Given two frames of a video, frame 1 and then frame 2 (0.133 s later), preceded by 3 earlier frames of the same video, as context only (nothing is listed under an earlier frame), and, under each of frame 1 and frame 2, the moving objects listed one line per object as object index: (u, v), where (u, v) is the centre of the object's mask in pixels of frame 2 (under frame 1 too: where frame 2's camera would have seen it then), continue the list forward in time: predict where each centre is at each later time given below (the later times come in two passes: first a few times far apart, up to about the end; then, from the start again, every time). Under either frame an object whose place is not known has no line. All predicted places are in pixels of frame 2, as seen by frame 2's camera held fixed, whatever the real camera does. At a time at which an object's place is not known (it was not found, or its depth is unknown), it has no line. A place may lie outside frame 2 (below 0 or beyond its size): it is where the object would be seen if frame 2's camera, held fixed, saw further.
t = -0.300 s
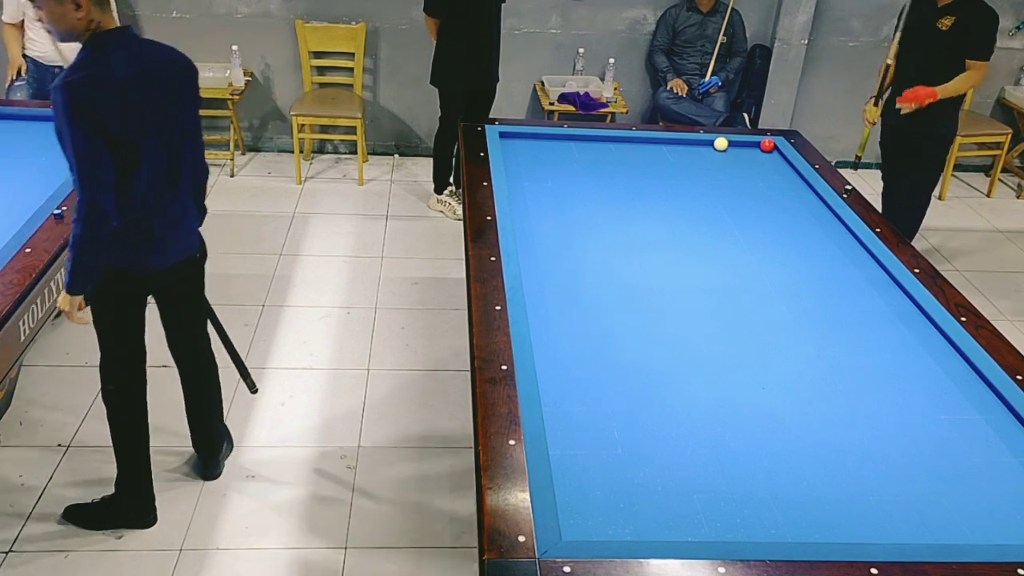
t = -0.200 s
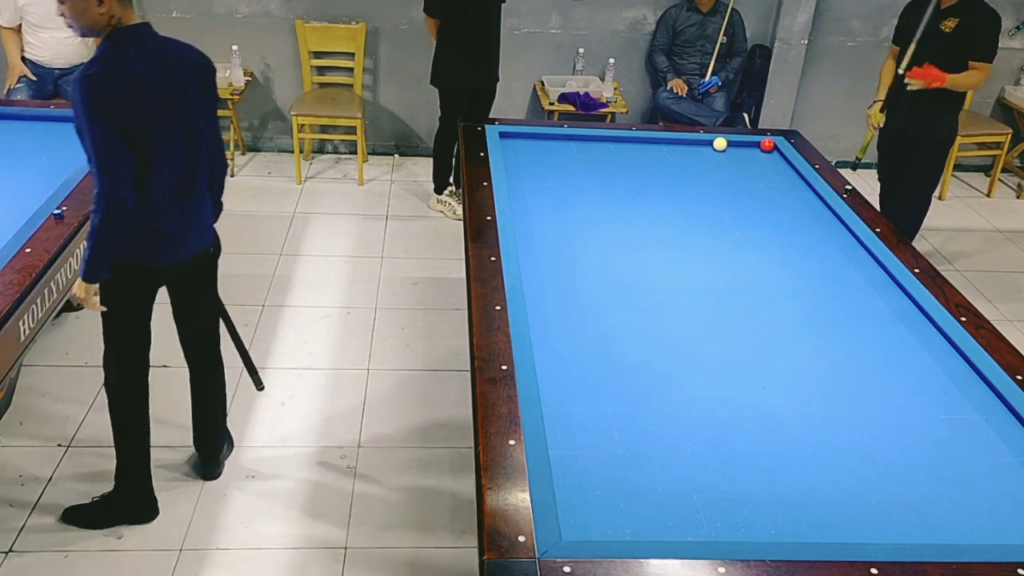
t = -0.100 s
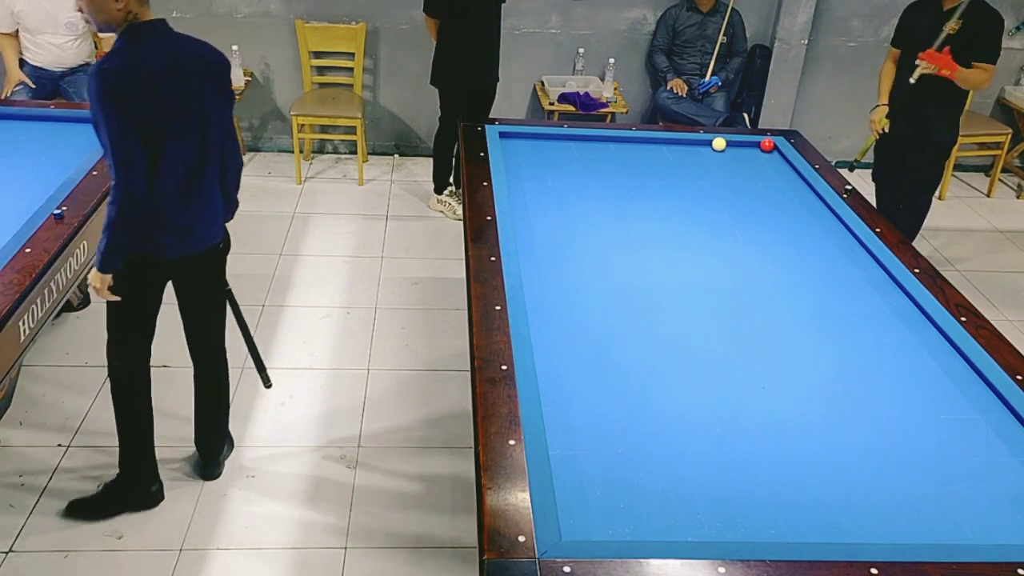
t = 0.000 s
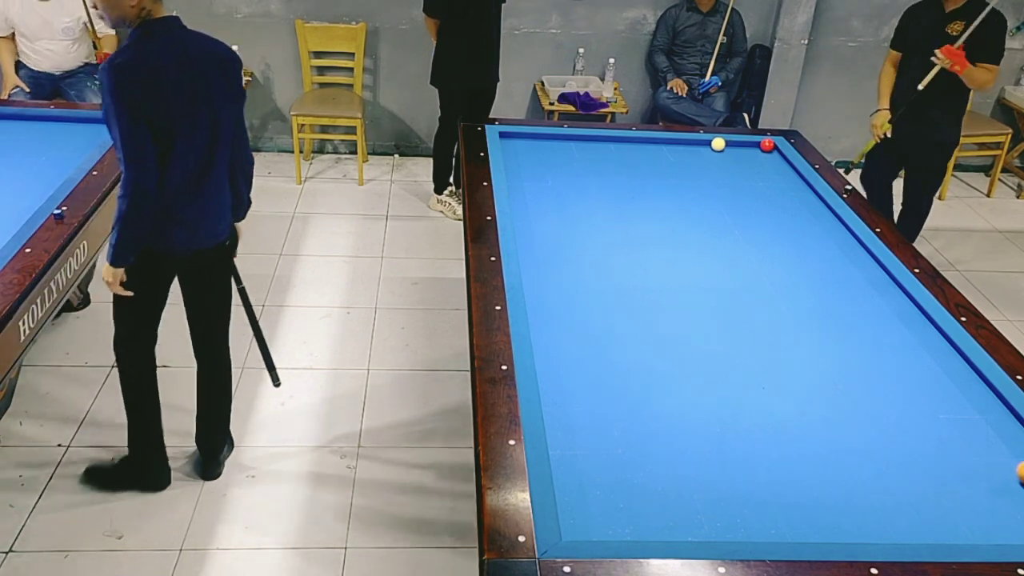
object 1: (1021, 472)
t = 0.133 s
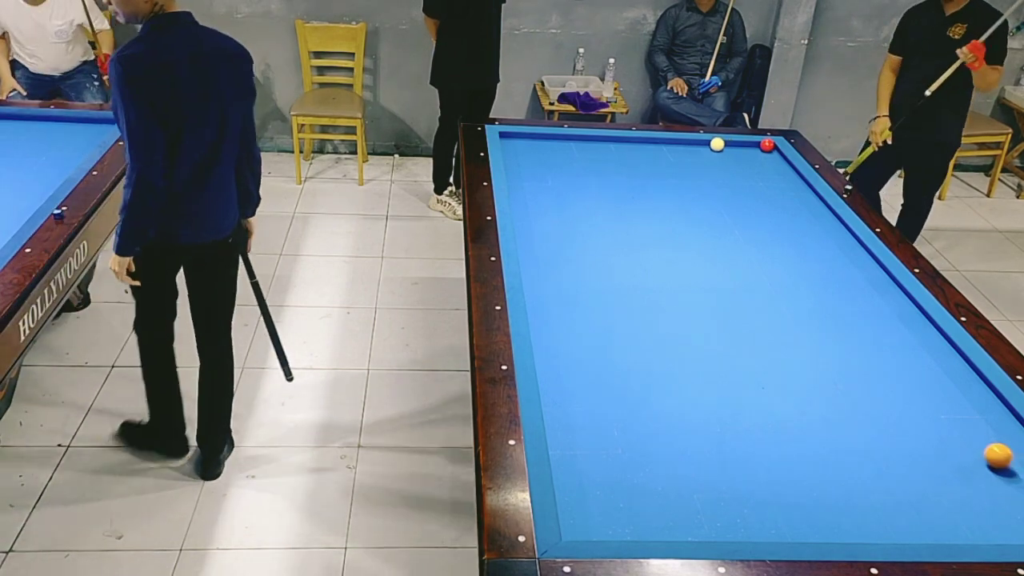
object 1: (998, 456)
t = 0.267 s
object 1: (967, 440)
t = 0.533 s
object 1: (908, 409)
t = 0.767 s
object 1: (861, 385)
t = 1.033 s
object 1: (812, 359)
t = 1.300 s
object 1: (768, 336)
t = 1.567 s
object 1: (728, 315)
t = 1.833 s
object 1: (691, 296)
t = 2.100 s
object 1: (657, 278)
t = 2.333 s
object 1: (629, 264)
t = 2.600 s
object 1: (599, 249)
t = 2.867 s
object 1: (572, 236)
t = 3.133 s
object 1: (547, 222)
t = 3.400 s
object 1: (523, 210)
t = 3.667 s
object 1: (525, 202)
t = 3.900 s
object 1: (533, 197)
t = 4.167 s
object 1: (541, 191)
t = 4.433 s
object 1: (549, 185)
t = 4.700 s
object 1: (556, 180)
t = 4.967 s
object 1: (563, 175)
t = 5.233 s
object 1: (570, 170)
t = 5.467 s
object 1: (576, 166)
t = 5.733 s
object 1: (582, 162)
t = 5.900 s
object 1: (585, 160)
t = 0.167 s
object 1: (990, 452)
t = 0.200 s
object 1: (982, 448)
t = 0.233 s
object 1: (974, 443)
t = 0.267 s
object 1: (967, 440)
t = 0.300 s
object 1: (959, 436)
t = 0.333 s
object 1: (951, 432)
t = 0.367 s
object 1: (944, 428)
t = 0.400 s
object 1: (936, 424)
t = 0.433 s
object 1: (929, 420)
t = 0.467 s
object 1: (922, 416)
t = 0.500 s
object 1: (915, 412)
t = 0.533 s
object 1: (908, 409)
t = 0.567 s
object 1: (901, 405)
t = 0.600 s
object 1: (894, 402)
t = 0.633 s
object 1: (887, 398)
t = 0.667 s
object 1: (881, 395)
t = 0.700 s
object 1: (874, 391)
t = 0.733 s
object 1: (867, 388)
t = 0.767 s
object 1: (861, 385)
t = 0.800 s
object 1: (854, 381)
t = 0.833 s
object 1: (848, 378)
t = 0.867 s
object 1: (842, 375)
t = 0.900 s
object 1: (835, 372)
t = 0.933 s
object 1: (830, 369)
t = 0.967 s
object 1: (824, 366)
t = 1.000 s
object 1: (818, 362)
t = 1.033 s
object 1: (812, 359)
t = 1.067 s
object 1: (806, 357)
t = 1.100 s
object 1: (801, 353)
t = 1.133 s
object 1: (795, 351)
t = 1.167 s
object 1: (789, 348)
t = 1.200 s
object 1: (784, 345)
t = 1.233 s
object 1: (779, 342)
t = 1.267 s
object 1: (773, 339)
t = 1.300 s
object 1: (768, 336)
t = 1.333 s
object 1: (763, 334)
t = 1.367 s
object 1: (758, 331)
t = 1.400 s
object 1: (753, 329)
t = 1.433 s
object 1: (748, 326)
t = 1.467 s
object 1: (742, 323)
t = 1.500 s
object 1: (738, 320)
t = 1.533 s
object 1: (732, 318)
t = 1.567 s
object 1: (728, 315)
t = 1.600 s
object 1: (723, 312)
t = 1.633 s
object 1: (718, 310)
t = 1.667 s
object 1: (713, 308)
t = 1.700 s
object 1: (709, 306)
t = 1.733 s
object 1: (704, 303)
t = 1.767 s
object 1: (700, 301)
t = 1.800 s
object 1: (695, 298)
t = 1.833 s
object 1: (691, 296)
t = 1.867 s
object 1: (686, 294)
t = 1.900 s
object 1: (682, 291)
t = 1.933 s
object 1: (678, 289)
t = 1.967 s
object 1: (674, 287)
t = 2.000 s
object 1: (669, 285)
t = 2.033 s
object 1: (665, 283)
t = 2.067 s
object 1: (661, 280)
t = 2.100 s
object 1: (657, 278)
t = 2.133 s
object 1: (653, 276)
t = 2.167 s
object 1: (649, 274)
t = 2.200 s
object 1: (644, 273)
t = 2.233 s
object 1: (641, 270)
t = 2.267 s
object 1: (636, 269)
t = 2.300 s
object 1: (632, 267)
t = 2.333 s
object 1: (629, 264)
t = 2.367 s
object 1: (625, 263)
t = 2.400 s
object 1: (621, 260)
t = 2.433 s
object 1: (617, 259)
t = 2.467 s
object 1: (614, 256)
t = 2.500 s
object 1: (610, 255)
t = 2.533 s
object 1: (607, 253)
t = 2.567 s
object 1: (603, 251)
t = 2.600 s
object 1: (599, 249)
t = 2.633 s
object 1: (596, 248)
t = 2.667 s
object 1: (592, 245)
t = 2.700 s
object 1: (589, 244)
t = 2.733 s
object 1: (585, 242)
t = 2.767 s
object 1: (582, 240)
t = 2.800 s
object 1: (579, 239)
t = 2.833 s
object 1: (575, 237)
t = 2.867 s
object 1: (572, 236)
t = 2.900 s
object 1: (569, 234)
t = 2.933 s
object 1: (565, 232)
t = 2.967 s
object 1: (562, 230)
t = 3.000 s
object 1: (559, 229)
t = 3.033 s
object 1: (556, 227)
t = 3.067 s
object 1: (553, 226)
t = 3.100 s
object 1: (550, 224)
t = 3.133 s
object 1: (547, 222)
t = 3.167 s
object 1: (543, 221)
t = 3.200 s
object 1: (540, 219)
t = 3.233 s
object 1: (537, 217)
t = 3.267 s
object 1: (534, 216)
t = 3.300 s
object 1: (531, 214)
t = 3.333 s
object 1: (528, 213)
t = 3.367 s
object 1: (526, 211)
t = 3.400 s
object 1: (523, 210)
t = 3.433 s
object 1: (520, 208)
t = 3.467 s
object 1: (518, 207)
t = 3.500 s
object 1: (520, 206)
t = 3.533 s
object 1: (521, 206)
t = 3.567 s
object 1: (522, 205)
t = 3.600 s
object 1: (523, 204)
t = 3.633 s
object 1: (524, 203)
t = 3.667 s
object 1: (525, 202)
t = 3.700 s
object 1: (526, 201)
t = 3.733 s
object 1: (527, 200)
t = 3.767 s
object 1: (528, 200)
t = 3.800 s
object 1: (529, 199)
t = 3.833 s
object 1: (530, 198)
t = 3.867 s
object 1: (531, 197)
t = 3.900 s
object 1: (533, 197)
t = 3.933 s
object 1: (533, 196)
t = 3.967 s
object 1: (535, 195)
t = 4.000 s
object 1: (536, 194)
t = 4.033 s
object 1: (537, 193)
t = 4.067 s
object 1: (538, 193)
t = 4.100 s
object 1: (539, 192)
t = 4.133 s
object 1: (540, 191)
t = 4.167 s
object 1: (541, 191)
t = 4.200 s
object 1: (542, 190)
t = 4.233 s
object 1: (543, 189)
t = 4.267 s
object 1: (544, 188)
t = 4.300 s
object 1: (545, 188)
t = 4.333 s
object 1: (546, 187)
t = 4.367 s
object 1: (547, 186)
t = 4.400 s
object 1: (548, 185)
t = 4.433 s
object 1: (549, 185)
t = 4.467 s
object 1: (550, 184)
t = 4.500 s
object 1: (551, 184)
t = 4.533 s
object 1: (552, 183)
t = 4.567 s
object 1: (553, 182)
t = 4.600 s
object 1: (553, 181)
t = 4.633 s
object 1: (554, 181)
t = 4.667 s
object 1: (555, 180)
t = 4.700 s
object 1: (556, 180)
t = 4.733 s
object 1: (557, 179)
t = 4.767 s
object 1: (558, 178)
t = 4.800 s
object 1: (559, 178)
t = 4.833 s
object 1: (560, 177)
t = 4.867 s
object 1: (561, 176)
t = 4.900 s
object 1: (562, 176)
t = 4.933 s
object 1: (562, 175)
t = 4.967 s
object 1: (563, 175)
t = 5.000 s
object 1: (564, 174)
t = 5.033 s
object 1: (565, 174)
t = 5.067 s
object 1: (566, 173)
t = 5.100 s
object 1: (567, 172)
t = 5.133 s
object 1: (568, 172)
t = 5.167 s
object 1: (568, 171)
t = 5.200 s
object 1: (569, 171)
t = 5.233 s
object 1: (570, 170)
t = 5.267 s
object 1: (571, 170)
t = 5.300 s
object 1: (572, 169)
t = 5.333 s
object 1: (572, 169)
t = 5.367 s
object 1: (573, 168)
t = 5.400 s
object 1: (574, 167)
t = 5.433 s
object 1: (575, 167)
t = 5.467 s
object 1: (576, 166)
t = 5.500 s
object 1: (576, 166)
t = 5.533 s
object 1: (577, 165)
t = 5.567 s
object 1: (578, 165)
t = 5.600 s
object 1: (579, 164)
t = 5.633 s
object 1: (579, 164)
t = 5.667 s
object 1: (580, 163)
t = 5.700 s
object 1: (581, 163)
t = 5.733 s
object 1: (582, 162)
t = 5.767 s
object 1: (582, 162)
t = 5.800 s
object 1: (583, 162)
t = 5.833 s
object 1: (584, 161)
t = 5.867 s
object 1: (584, 161)
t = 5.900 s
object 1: (585, 160)
